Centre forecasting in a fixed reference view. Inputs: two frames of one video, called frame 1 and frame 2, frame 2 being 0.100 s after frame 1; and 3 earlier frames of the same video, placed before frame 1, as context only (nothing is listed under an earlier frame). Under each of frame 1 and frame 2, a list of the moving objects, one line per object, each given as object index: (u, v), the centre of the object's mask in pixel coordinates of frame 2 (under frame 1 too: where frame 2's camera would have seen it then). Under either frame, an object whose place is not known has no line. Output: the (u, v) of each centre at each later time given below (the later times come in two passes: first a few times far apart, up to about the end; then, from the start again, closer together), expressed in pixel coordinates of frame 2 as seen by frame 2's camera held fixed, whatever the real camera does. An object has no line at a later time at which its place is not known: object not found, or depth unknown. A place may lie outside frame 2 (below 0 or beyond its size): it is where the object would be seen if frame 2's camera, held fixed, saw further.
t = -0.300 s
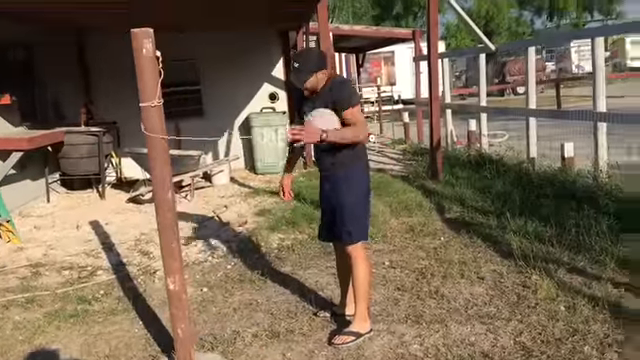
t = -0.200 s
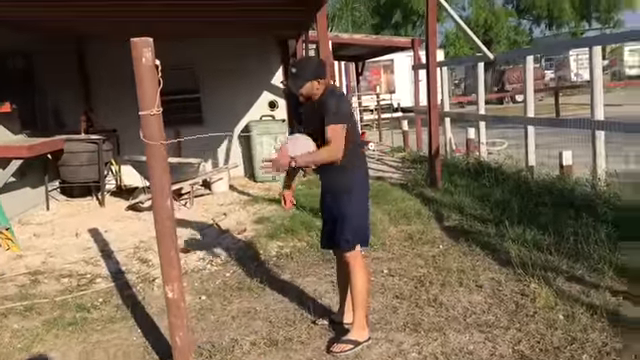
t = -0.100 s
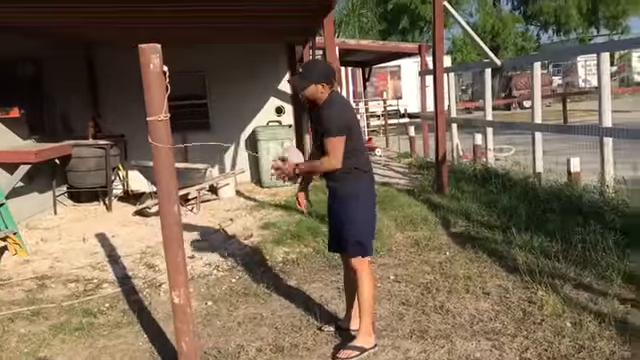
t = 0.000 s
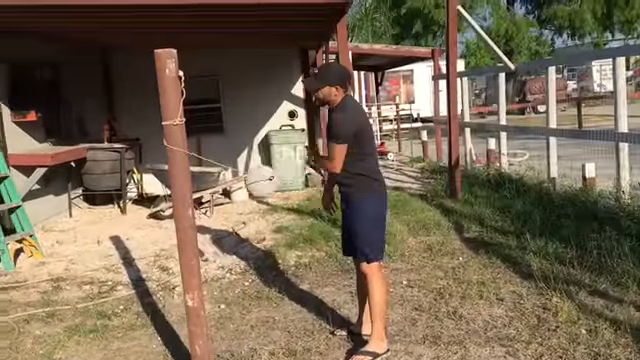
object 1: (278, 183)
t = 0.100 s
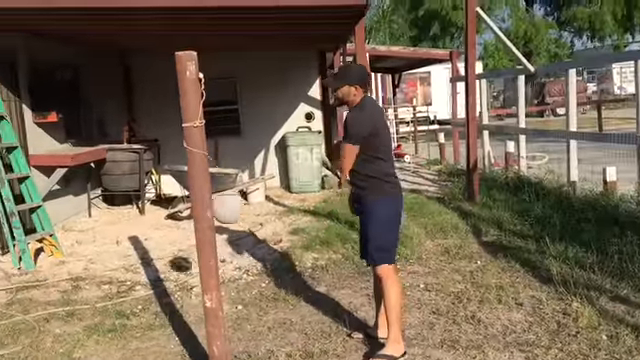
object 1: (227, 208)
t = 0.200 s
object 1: (176, 244)
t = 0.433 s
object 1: (104, 289)
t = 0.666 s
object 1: (216, 229)
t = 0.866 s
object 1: (291, 211)
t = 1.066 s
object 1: (253, 241)
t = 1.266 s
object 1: (168, 238)
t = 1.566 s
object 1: (176, 257)
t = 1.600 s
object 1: (174, 257)
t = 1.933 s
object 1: (246, 249)
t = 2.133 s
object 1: (281, 259)
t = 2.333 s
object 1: (249, 290)
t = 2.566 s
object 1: (146, 313)
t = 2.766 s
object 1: (111, 296)
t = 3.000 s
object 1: (152, 271)
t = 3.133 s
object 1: (193, 262)
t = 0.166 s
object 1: (186, 231)
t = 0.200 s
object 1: (176, 244)
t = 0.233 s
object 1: (158, 257)
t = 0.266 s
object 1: (144, 264)
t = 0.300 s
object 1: (135, 268)
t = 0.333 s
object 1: (123, 275)
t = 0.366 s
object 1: (116, 280)
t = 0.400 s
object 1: (108, 286)
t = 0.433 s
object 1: (104, 289)
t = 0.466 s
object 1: (108, 285)
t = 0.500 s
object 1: (122, 278)
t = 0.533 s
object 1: (136, 269)
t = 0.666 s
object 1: (216, 229)
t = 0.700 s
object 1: (240, 221)
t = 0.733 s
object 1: (263, 216)
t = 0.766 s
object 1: (276, 212)
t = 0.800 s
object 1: (283, 210)
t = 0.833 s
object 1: (289, 210)
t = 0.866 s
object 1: (291, 211)
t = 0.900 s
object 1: (292, 214)
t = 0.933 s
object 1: (291, 218)
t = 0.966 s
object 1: (288, 226)
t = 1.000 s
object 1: (283, 233)
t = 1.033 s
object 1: (271, 238)
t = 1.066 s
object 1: (253, 241)
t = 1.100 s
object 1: (235, 244)
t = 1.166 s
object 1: (187, 248)
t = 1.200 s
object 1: (176, 247)
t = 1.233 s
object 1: (171, 242)
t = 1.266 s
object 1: (168, 238)
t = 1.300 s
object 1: (169, 235)
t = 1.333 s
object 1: (173, 231)
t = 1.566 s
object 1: (176, 257)
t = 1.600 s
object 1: (174, 257)
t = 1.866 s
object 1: (229, 250)
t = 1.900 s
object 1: (236, 250)
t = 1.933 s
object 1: (246, 249)
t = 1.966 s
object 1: (255, 249)
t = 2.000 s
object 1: (263, 250)
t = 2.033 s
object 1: (271, 252)
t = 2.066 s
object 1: (276, 254)
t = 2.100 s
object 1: (280, 256)
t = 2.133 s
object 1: (281, 259)
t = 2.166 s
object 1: (281, 263)
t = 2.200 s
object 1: (279, 268)
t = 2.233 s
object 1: (274, 273)
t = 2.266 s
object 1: (268, 278)
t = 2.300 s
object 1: (259, 284)
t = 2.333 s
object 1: (249, 290)
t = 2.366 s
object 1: (236, 296)
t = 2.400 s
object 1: (222, 302)
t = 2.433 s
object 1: (207, 307)
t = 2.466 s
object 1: (191, 310)
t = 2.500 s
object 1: (175, 312)
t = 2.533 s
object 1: (159, 313)
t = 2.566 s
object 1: (146, 313)
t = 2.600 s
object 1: (135, 312)
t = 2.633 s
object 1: (125, 310)
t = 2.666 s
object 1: (118, 308)
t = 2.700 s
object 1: (114, 304)
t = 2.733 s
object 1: (112, 300)
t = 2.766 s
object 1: (111, 296)
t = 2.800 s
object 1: (112, 292)
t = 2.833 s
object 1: (113, 288)
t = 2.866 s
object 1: (120, 285)
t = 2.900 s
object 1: (126, 280)
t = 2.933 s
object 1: (134, 277)
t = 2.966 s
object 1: (143, 273)
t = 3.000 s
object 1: (152, 271)
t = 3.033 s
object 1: (163, 269)
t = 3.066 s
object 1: (171, 267)
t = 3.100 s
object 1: (185, 263)
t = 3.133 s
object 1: (193, 262)
